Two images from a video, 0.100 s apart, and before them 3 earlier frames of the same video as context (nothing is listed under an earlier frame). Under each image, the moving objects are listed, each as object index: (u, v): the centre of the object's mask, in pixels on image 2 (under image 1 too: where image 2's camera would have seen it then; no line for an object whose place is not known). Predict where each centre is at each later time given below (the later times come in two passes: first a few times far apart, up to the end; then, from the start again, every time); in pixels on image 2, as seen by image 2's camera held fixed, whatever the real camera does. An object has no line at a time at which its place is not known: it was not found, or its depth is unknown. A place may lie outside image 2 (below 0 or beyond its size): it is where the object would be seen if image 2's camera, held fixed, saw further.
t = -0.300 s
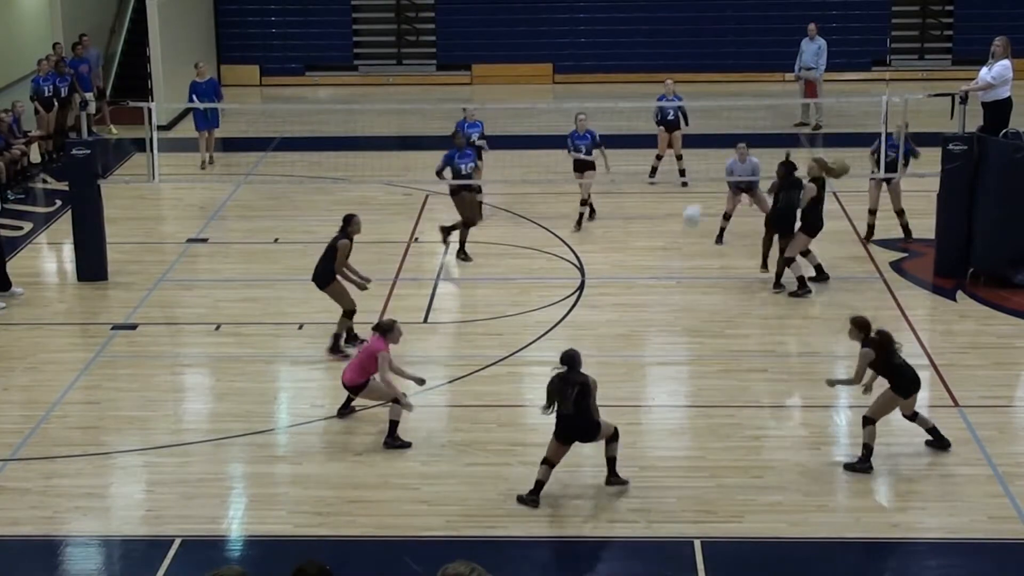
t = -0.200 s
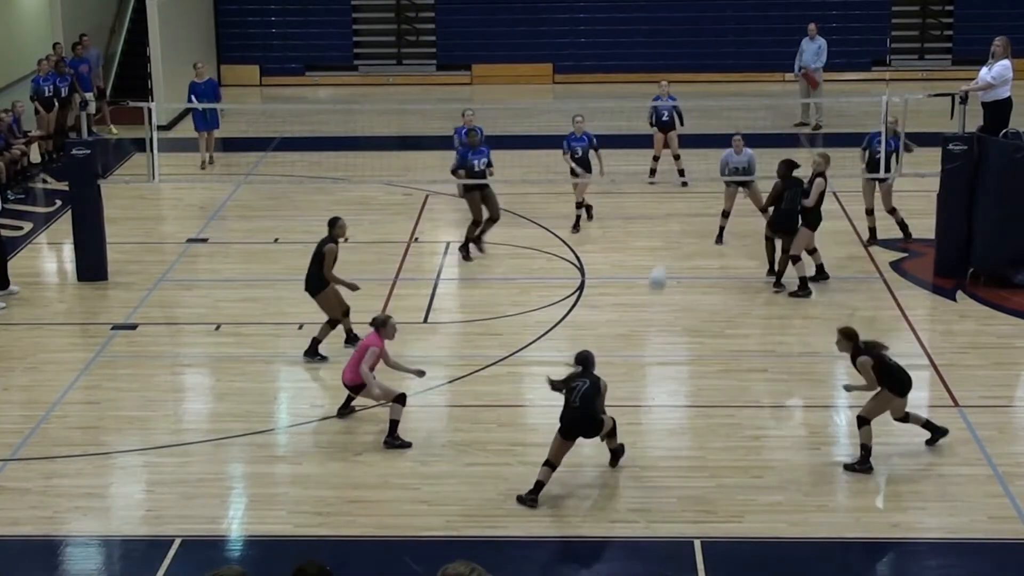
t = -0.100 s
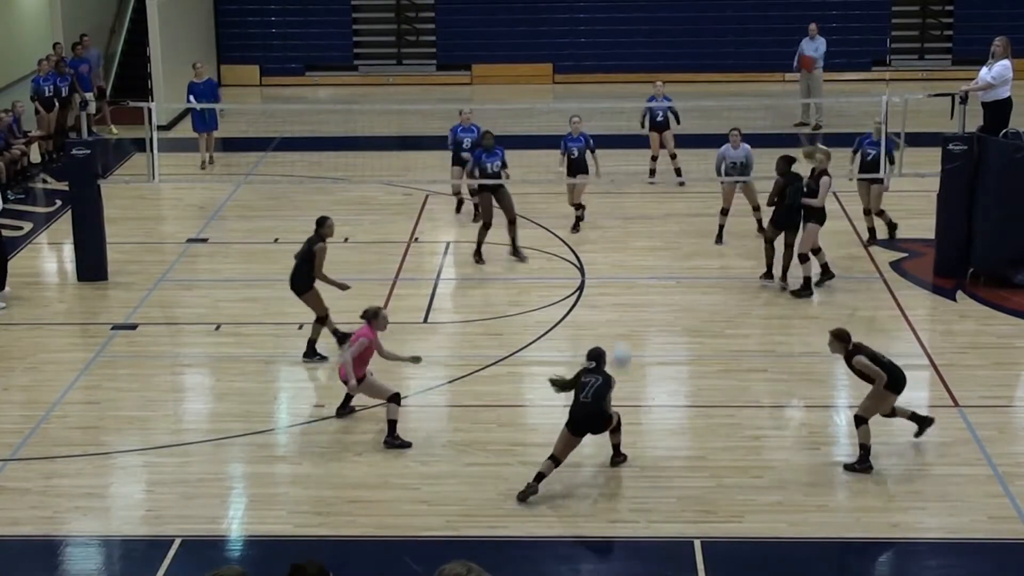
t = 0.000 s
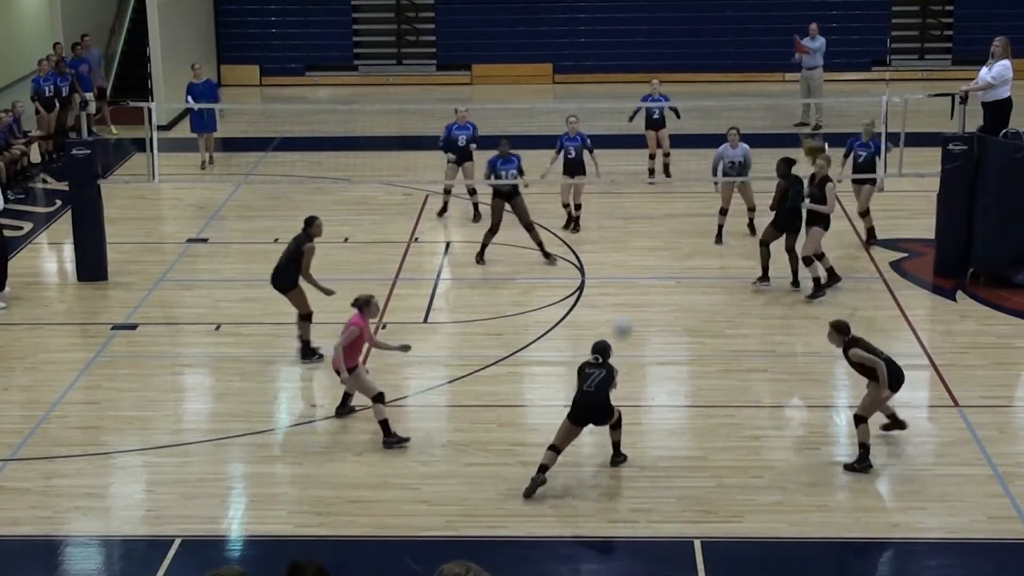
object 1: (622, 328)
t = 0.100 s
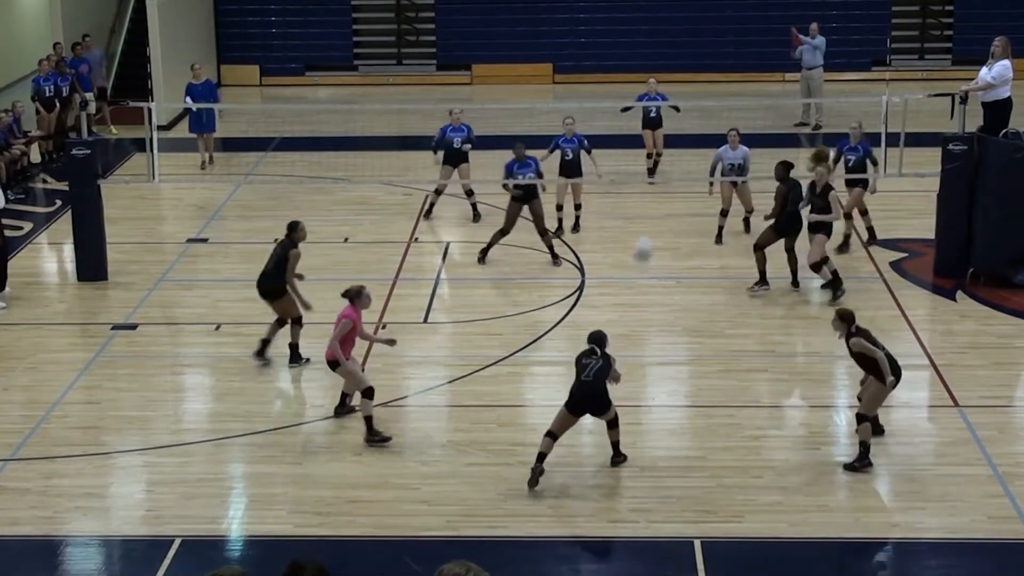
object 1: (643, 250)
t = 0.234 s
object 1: (670, 164)
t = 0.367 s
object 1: (694, 97)
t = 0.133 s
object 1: (650, 226)
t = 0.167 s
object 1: (657, 206)
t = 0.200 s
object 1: (663, 183)
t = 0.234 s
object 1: (670, 164)
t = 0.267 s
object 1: (675, 148)
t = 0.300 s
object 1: (681, 132)
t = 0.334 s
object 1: (689, 112)
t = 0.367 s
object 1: (694, 97)
